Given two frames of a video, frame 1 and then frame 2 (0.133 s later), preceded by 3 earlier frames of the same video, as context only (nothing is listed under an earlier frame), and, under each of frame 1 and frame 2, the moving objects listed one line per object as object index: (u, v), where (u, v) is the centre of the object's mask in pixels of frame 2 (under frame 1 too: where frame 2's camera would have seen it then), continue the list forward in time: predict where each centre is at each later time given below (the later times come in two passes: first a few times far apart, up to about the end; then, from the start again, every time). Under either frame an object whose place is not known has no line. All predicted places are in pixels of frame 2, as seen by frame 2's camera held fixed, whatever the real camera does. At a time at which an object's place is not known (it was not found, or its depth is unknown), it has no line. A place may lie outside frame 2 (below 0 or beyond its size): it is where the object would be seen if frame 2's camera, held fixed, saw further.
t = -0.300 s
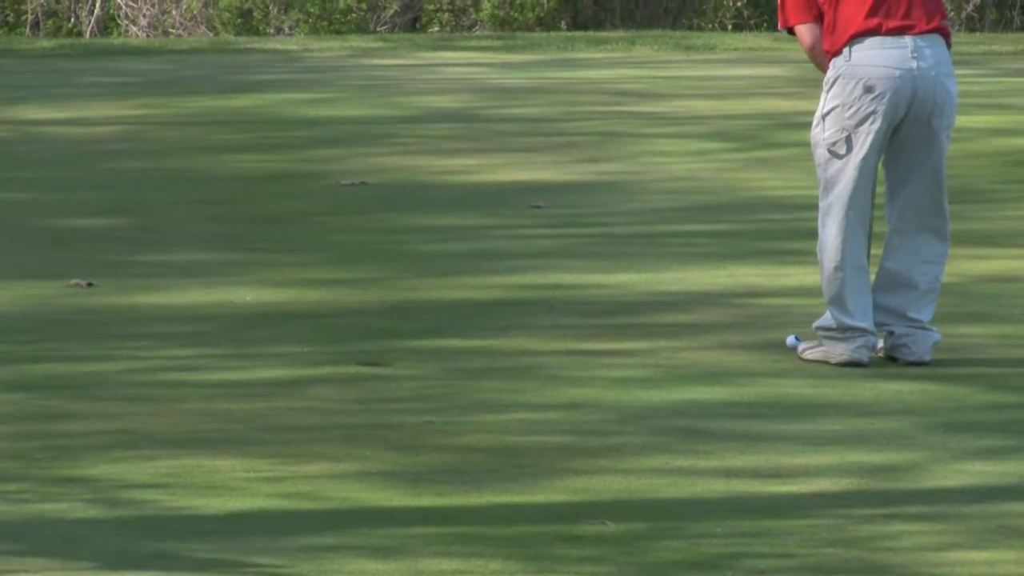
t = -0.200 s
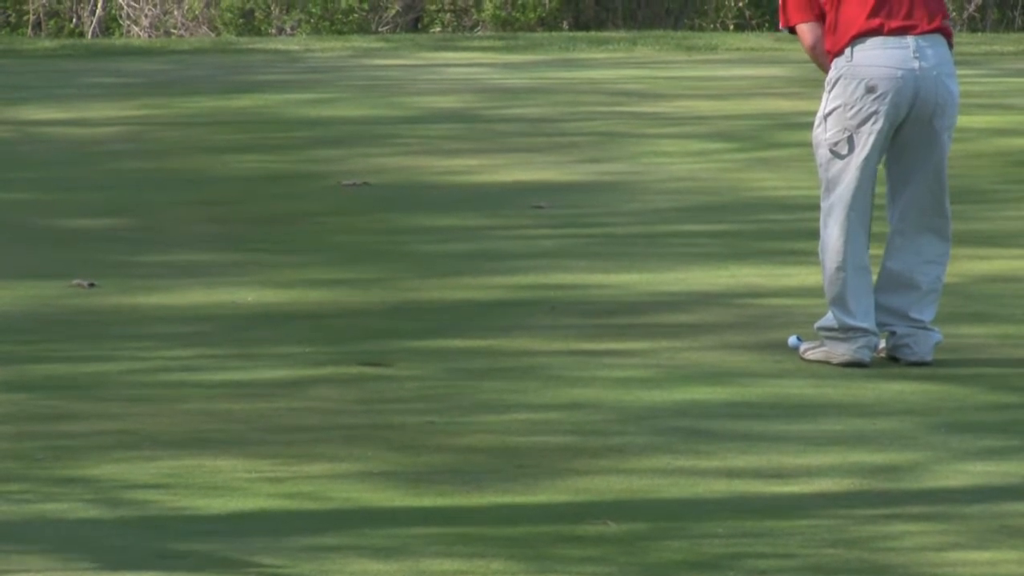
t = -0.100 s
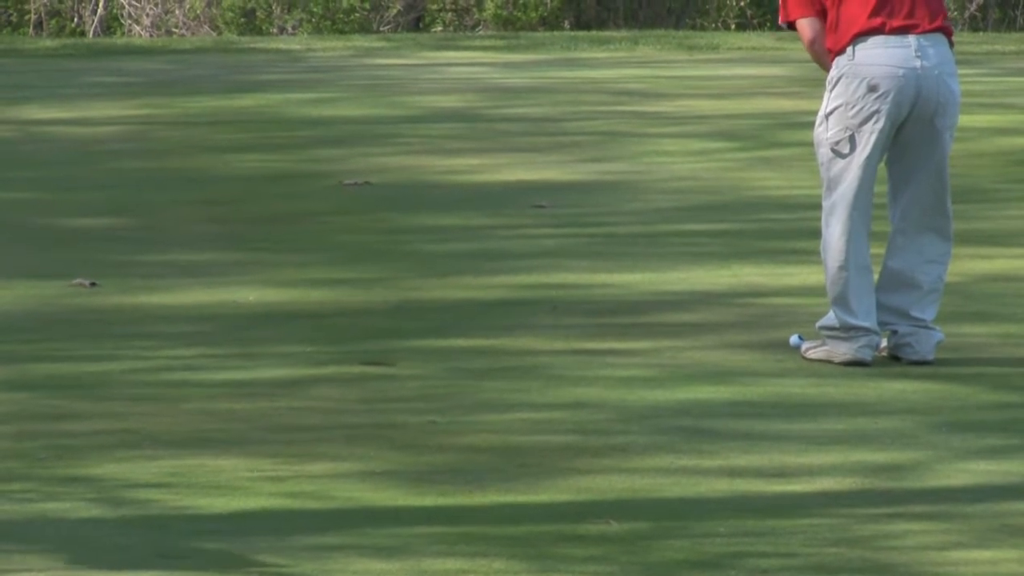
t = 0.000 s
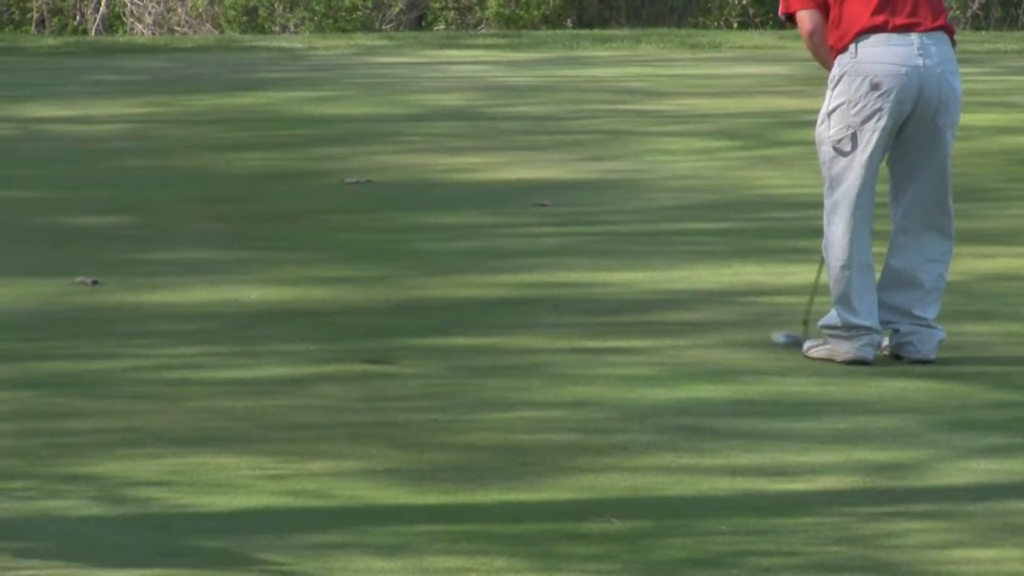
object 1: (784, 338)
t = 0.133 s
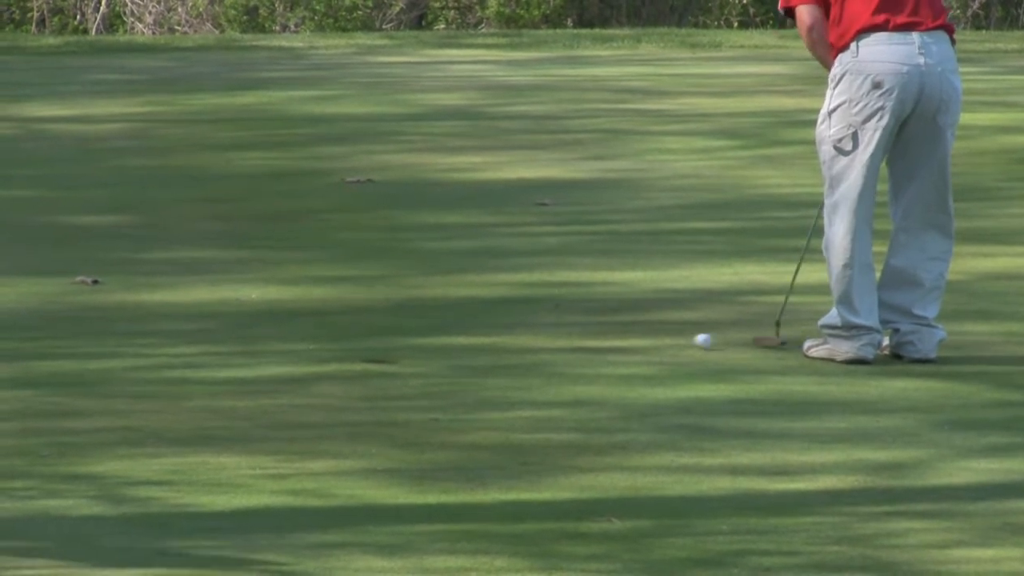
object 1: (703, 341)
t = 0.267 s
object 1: (641, 345)
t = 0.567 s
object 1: (524, 350)
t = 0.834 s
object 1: (449, 354)
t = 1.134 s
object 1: (392, 356)
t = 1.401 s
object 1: (366, 357)
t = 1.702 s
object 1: (361, 357)
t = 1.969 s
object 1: (361, 357)
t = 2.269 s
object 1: (362, 357)
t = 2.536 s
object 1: (362, 357)
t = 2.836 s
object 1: (362, 357)
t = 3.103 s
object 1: (362, 357)
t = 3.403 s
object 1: (361, 358)
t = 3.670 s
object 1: (362, 357)
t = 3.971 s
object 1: (361, 357)
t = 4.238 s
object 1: (362, 357)
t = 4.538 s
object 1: (362, 357)
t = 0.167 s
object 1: (687, 343)
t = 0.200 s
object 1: (671, 344)
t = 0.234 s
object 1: (657, 344)
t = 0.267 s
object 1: (641, 345)
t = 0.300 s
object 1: (628, 344)
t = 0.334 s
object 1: (613, 347)
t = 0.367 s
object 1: (599, 348)
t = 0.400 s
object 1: (586, 347)
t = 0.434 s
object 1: (573, 348)
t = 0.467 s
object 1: (559, 349)
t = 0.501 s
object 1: (548, 349)
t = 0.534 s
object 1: (536, 350)
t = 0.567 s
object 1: (524, 350)
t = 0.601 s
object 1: (514, 350)
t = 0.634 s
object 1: (503, 352)
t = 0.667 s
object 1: (493, 351)
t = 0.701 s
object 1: (483, 352)
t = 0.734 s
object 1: (475, 352)
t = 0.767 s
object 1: (466, 353)
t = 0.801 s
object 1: (457, 354)
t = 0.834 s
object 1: (449, 354)
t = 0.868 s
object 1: (441, 354)
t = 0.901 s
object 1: (433, 354)
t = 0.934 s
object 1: (425, 355)
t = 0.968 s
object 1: (419, 355)
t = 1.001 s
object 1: (412, 355)
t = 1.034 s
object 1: (406, 356)
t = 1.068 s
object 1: (401, 356)
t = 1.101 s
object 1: (396, 356)
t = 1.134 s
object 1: (392, 356)
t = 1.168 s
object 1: (387, 356)
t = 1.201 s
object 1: (382, 356)
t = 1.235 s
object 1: (378, 356)
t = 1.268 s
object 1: (375, 356)
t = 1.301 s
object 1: (371, 356)
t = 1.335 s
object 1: (369, 356)
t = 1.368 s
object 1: (367, 357)
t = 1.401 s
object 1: (366, 357)
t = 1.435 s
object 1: (364, 357)
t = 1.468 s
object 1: (363, 357)
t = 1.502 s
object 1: (362, 357)
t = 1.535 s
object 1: (362, 357)
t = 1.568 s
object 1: (361, 357)
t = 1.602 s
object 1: (361, 357)
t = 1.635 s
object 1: (361, 357)
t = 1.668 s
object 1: (361, 357)
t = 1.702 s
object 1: (361, 357)
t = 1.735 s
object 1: (361, 357)
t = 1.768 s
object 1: (361, 357)
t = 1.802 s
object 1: (361, 357)
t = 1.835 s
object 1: (361, 357)
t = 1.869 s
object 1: (362, 357)
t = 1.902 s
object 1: (361, 357)
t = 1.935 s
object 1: (361, 357)
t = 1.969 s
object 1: (361, 357)
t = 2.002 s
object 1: (361, 357)
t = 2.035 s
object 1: (361, 357)
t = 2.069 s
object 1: (361, 357)
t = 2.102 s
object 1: (361, 357)
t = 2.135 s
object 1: (361, 357)
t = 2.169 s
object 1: (361, 357)
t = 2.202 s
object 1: (362, 357)
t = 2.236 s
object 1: (362, 357)
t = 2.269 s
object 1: (362, 357)
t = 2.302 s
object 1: (362, 357)
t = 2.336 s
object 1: (362, 357)
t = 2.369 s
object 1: (362, 357)
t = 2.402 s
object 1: (362, 357)
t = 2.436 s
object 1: (361, 357)
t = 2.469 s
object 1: (362, 357)
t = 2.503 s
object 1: (362, 357)
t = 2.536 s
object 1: (362, 357)
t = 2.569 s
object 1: (362, 357)
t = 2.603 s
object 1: (362, 357)
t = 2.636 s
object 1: (361, 357)
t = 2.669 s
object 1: (361, 357)
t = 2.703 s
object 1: (361, 357)
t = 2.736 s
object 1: (362, 357)
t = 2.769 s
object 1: (362, 357)
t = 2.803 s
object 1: (362, 357)
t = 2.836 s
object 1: (362, 357)
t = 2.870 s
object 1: (362, 357)
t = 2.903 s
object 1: (361, 357)
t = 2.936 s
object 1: (361, 357)
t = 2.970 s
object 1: (362, 357)
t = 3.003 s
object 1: (362, 357)
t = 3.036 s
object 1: (362, 357)
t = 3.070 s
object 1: (362, 357)
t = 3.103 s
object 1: (362, 357)
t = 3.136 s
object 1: (362, 358)
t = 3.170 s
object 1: (363, 357)
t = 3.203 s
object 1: (363, 357)
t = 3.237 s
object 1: (362, 358)
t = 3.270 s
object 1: (362, 358)
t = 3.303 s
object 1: (362, 358)
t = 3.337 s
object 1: (362, 358)
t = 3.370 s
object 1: (362, 358)
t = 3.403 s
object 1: (361, 358)
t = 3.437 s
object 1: (361, 357)
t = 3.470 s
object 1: (362, 357)
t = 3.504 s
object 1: (362, 357)
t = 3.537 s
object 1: (362, 357)
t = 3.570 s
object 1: (362, 357)
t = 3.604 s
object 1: (362, 358)
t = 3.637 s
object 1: (362, 357)
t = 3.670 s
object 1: (362, 357)
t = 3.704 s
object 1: (361, 357)
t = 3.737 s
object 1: (361, 357)
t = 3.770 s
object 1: (361, 357)
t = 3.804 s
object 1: (361, 357)
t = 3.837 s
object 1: (361, 357)
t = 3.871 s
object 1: (362, 357)
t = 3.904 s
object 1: (361, 357)
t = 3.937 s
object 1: (361, 357)
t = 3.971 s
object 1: (361, 357)
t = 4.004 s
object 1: (361, 357)
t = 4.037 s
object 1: (361, 357)
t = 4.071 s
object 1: (361, 357)
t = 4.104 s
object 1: (361, 357)
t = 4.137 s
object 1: (361, 357)
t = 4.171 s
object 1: (361, 357)
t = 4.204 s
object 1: (361, 357)
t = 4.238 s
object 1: (362, 357)
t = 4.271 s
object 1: (361, 357)
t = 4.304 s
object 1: (361, 357)
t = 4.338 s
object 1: (361, 357)
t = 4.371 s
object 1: (362, 357)
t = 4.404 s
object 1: (362, 357)
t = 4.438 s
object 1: (362, 357)
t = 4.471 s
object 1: (362, 357)
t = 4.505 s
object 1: (362, 357)
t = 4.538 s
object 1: (362, 357)
